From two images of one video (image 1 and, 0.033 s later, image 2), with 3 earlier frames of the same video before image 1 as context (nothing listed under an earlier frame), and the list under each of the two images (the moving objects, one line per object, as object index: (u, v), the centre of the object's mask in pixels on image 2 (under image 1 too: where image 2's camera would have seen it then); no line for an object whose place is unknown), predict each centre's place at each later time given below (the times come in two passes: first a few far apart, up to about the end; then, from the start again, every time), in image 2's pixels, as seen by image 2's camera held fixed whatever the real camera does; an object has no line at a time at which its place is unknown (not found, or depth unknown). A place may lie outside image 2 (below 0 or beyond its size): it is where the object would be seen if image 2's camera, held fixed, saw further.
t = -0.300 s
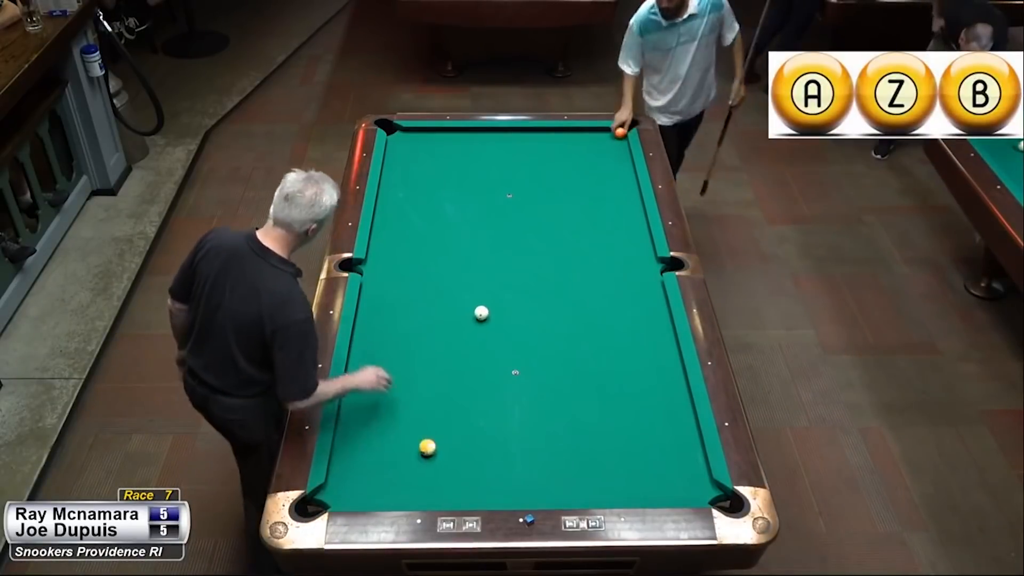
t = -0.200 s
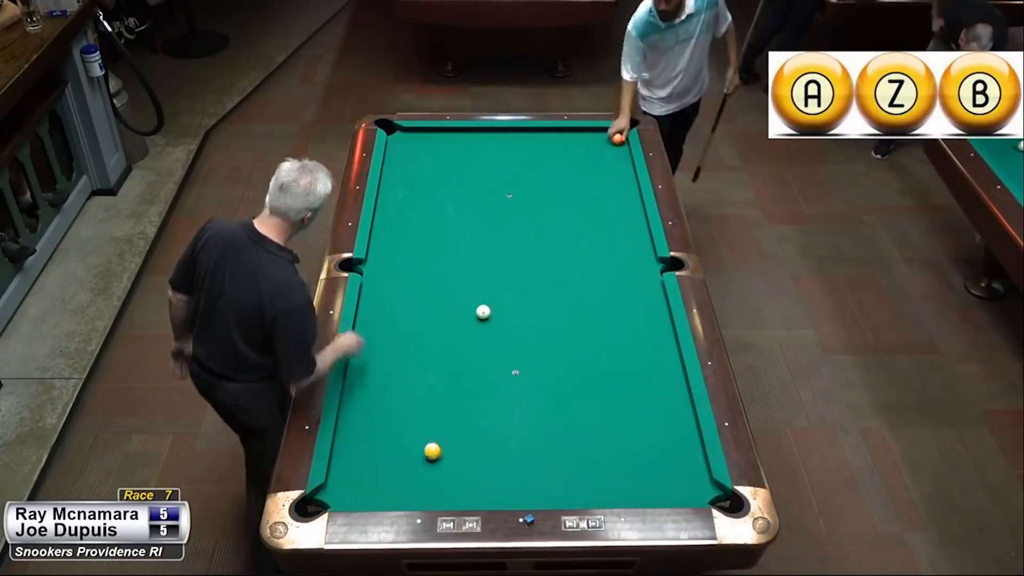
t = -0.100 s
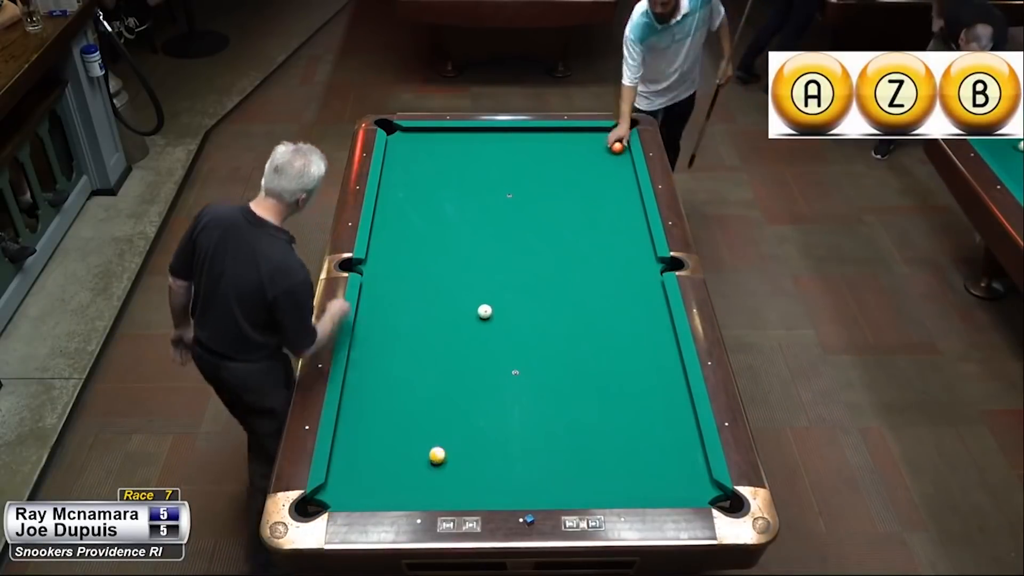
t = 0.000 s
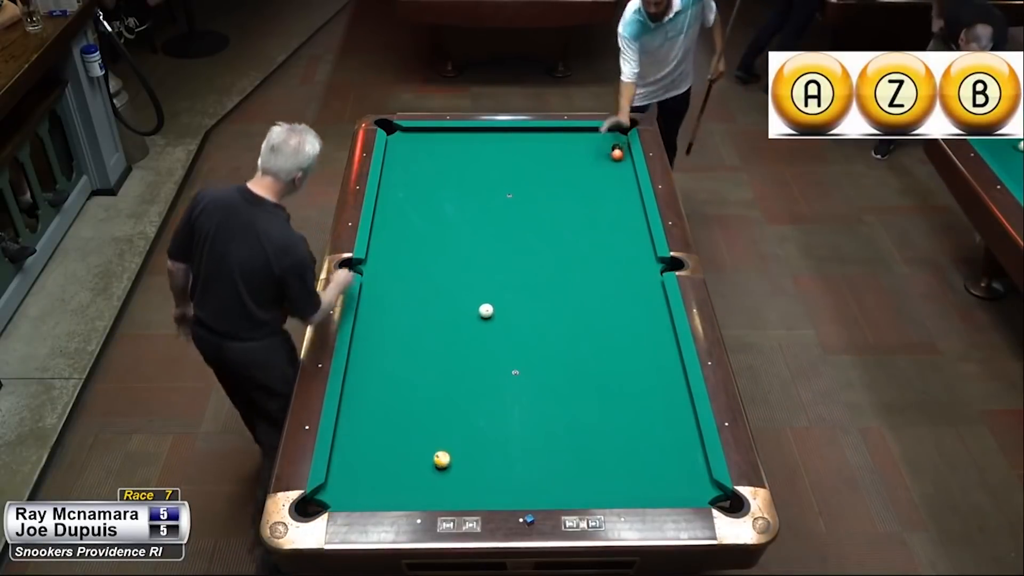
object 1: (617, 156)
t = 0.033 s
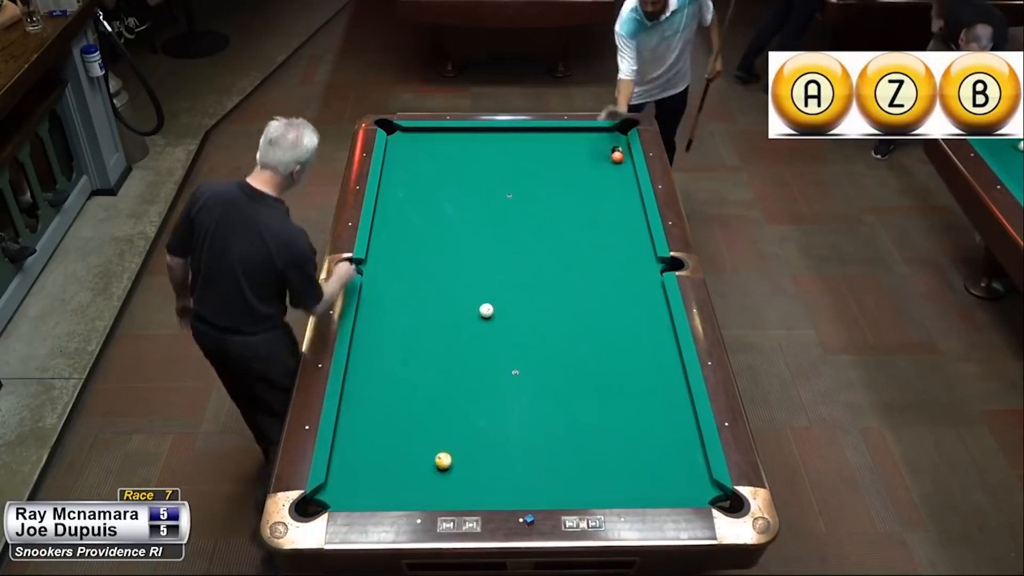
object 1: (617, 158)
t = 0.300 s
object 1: (617, 177)
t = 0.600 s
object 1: (618, 198)
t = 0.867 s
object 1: (618, 216)
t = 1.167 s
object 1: (619, 238)
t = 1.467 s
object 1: (620, 261)
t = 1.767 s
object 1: (621, 284)
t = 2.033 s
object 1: (621, 306)
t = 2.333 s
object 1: (622, 330)
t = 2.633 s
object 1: (624, 354)
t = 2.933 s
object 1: (625, 377)
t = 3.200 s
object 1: (626, 398)
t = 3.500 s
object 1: (626, 422)
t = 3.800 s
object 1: (627, 445)
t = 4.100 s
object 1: (628, 468)
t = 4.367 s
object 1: (629, 486)
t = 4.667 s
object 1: (627, 485)
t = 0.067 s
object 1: (617, 159)
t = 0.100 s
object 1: (617, 163)
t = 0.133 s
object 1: (617, 165)
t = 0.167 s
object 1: (617, 166)
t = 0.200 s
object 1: (617, 170)
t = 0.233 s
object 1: (617, 172)
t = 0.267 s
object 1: (617, 173)
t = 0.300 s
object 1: (617, 177)
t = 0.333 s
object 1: (617, 179)
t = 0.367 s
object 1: (617, 180)
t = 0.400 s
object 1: (617, 183)
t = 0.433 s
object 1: (617, 186)
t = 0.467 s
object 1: (618, 187)
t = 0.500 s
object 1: (618, 191)
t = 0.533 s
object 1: (618, 193)
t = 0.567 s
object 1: (618, 194)
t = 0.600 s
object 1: (618, 198)
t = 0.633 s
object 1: (618, 200)
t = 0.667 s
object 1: (618, 202)
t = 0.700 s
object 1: (618, 205)
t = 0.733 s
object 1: (618, 208)
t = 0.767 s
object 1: (618, 209)
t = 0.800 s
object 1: (618, 212)
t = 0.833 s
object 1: (618, 215)
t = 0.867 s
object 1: (618, 216)
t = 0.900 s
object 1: (619, 220)
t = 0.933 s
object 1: (619, 222)
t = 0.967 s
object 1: (618, 223)
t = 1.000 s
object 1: (619, 227)
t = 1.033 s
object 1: (619, 230)
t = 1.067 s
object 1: (619, 231)
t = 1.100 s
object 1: (619, 234)
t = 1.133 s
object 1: (619, 237)
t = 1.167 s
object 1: (619, 238)
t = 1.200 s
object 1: (619, 242)
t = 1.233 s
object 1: (619, 244)
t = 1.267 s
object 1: (619, 246)
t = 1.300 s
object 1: (620, 250)
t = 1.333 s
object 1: (620, 252)
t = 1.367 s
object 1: (620, 253)
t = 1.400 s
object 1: (620, 257)
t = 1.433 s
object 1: (620, 260)
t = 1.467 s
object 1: (620, 261)
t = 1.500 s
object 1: (620, 265)
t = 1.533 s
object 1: (620, 267)
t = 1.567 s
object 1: (620, 269)
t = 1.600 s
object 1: (620, 272)
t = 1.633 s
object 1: (620, 275)
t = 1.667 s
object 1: (621, 277)
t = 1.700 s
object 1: (621, 280)
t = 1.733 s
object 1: (621, 283)
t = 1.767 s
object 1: (621, 284)
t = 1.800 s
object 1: (621, 288)
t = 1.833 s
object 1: (621, 291)
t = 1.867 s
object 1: (621, 292)
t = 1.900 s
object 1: (621, 296)
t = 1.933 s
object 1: (621, 298)
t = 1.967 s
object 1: (621, 299)
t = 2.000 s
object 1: (621, 304)
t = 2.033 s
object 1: (621, 306)
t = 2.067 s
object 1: (621, 307)
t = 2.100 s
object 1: (621, 311)
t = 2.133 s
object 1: (622, 314)
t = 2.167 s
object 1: (622, 315)
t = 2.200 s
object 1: (622, 319)
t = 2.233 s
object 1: (622, 322)
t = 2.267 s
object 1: (622, 323)
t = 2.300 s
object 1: (622, 327)
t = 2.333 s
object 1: (622, 330)
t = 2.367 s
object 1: (623, 331)
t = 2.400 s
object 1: (623, 335)
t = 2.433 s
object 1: (623, 338)
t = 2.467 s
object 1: (623, 339)
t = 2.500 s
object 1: (623, 343)
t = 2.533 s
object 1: (623, 346)
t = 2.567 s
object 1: (623, 347)
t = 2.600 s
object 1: (624, 351)
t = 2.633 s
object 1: (624, 354)
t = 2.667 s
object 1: (624, 355)
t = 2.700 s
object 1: (624, 359)
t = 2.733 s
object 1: (624, 361)
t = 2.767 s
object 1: (624, 363)
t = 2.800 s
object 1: (624, 367)
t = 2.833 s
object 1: (624, 369)
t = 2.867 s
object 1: (624, 371)
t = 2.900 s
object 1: (624, 375)
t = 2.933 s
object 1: (625, 377)
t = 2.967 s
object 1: (625, 379)
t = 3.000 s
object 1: (625, 383)
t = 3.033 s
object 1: (625, 385)
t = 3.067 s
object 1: (625, 387)
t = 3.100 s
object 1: (625, 391)
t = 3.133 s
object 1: (625, 393)
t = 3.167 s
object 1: (626, 395)
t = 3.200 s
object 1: (626, 398)
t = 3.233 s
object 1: (626, 401)
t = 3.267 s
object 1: (626, 402)
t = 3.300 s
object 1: (626, 406)
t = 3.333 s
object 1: (626, 409)
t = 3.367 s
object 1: (626, 410)
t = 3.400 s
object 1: (626, 414)
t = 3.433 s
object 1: (626, 417)
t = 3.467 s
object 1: (626, 418)
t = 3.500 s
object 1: (626, 422)
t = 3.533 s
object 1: (626, 424)
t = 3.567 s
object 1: (627, 426)
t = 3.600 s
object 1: (627, 430)
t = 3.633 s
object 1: (627, 432)
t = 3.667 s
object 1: (627, 434)
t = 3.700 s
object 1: (627, 438)
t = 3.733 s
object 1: (627, 440)
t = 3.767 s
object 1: (627, 441)
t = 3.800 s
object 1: (627, 445)
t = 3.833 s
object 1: (627, 448)
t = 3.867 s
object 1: (627, 449)
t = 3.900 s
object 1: (627, 453)
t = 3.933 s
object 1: (628, 455)
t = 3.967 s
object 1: (628, 456)
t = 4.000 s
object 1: (628, 460)
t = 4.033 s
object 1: (628, 463)
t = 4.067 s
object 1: (628, 464)
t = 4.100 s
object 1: (628, 468)
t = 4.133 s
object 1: (628, 470)
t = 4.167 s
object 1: (629, 471)
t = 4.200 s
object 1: (629, 475)
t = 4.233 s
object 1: (629, 478)
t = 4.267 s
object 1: (629, 479)
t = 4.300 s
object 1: (629, 482)
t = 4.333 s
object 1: (629, 485)
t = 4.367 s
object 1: (629, 486)
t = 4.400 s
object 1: (629, 489)
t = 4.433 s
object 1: (629, 490)
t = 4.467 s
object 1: (629, 491)
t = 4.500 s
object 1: (629, 490)
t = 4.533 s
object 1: (628, 489)
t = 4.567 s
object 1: (628, 489)
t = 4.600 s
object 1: (627, 487)
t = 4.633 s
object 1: (627, 486)
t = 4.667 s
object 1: (627, 485)
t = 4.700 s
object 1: (626, 483)
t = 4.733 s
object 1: (626, 482)
